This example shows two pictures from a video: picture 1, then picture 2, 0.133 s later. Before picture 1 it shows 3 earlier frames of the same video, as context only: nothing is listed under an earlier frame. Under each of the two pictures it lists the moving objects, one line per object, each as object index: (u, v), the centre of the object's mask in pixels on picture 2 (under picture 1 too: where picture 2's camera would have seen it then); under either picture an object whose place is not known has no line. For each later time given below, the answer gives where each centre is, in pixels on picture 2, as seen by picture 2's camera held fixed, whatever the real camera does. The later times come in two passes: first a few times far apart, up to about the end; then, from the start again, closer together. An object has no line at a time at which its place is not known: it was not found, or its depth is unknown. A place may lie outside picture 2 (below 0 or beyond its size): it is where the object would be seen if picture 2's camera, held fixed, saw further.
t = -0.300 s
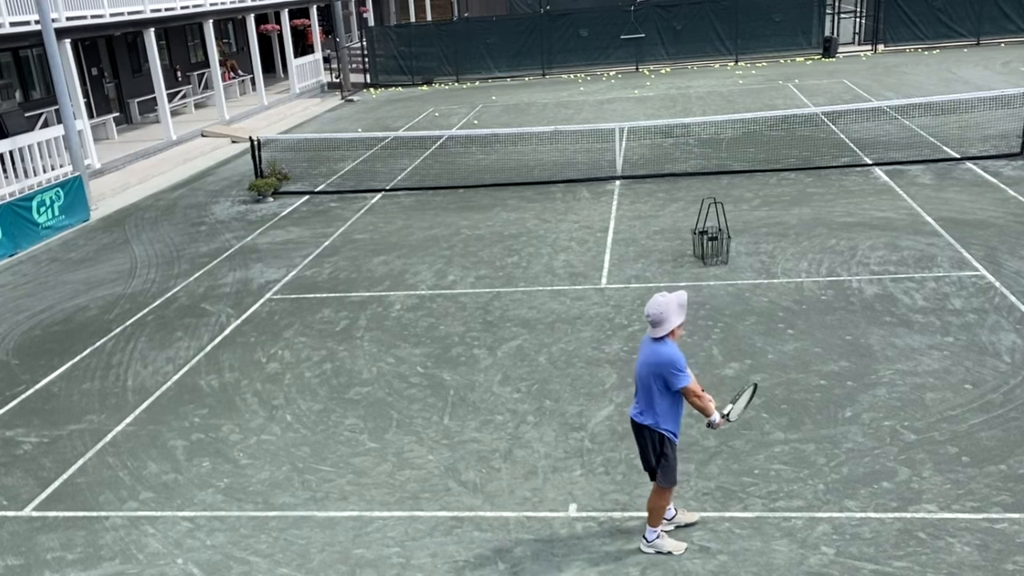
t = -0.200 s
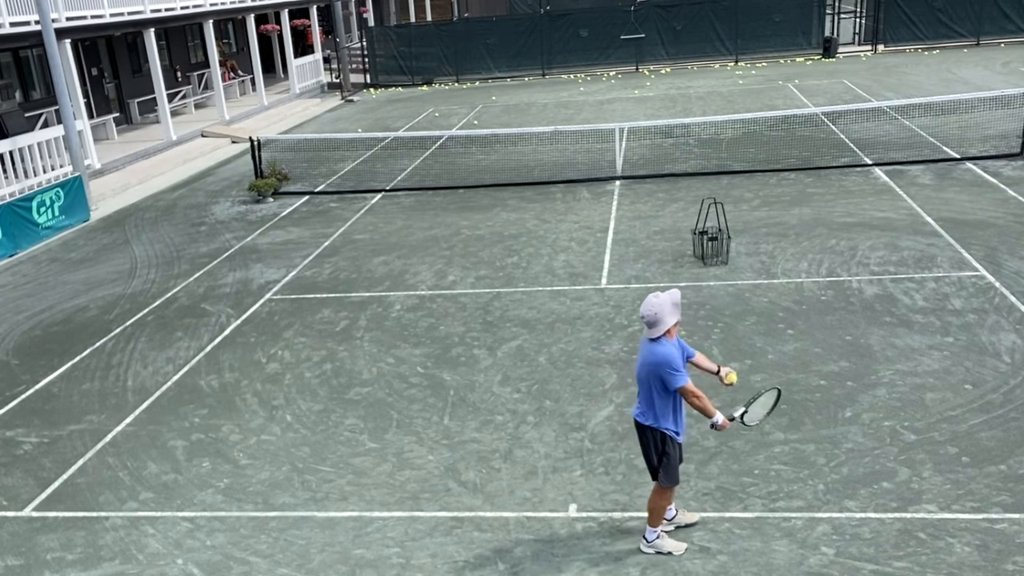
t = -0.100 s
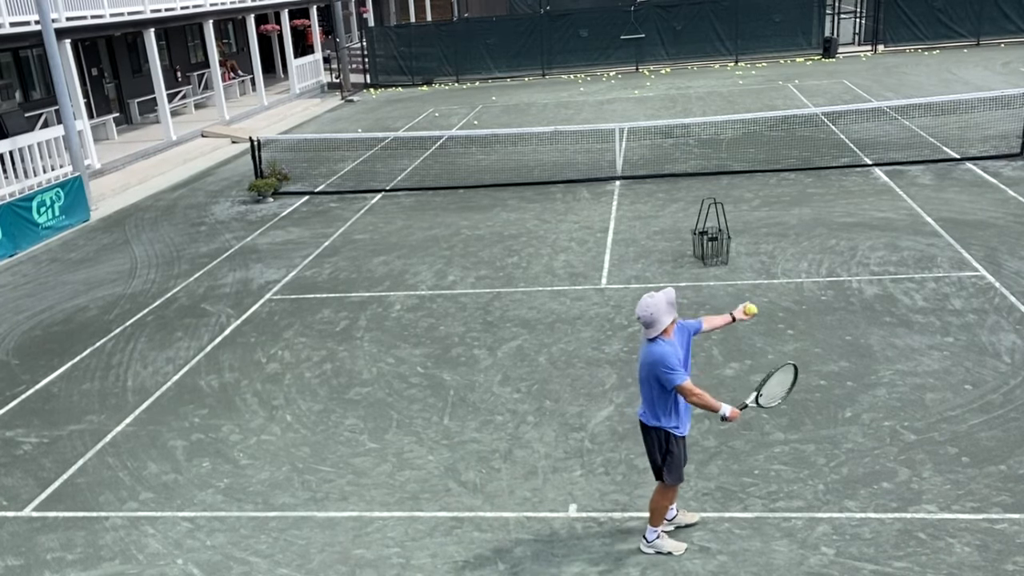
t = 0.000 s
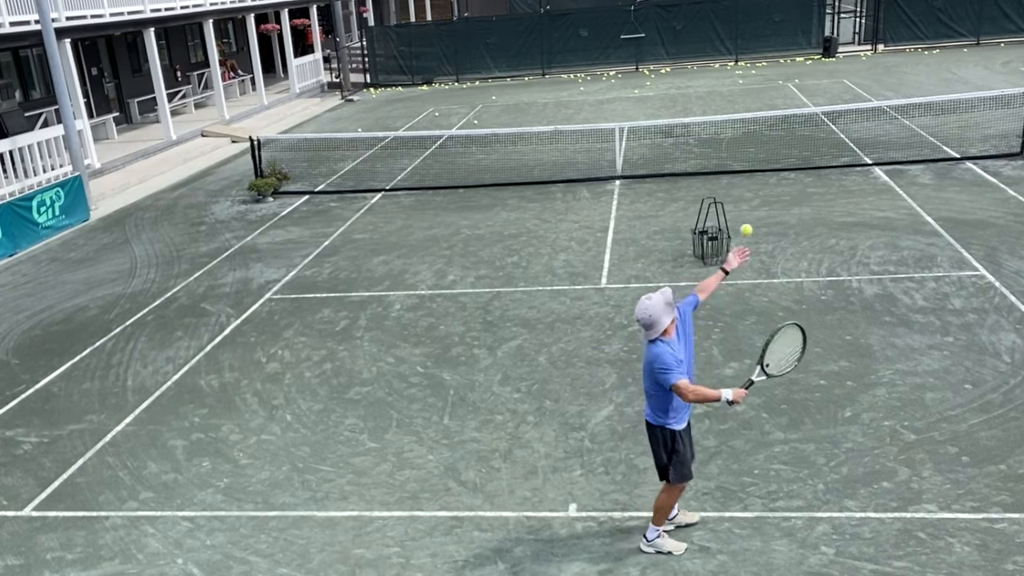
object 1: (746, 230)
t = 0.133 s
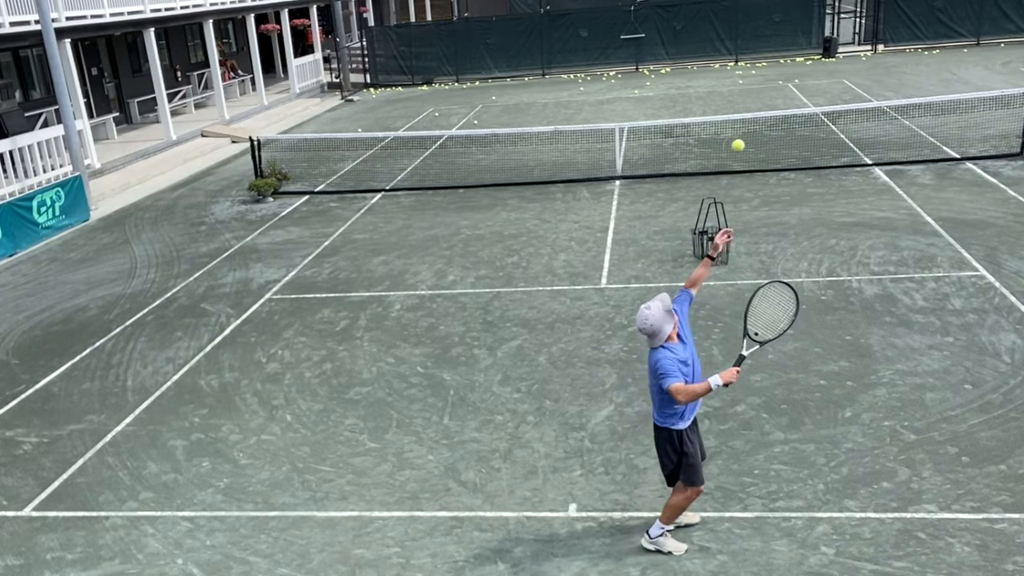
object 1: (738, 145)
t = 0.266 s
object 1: (730, 89)
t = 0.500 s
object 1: (716, 65)
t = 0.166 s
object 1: (736, 128)
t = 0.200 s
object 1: (734, 113)
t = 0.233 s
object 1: (732, 100)
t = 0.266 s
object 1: (730, 89)
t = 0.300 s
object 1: (728, 80)
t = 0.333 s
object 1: (726, 72)
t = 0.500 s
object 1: (716, 65)
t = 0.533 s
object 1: (714, 69)
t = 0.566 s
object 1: (712, 76)
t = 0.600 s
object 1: (710, 84)
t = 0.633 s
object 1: (709, 95)
